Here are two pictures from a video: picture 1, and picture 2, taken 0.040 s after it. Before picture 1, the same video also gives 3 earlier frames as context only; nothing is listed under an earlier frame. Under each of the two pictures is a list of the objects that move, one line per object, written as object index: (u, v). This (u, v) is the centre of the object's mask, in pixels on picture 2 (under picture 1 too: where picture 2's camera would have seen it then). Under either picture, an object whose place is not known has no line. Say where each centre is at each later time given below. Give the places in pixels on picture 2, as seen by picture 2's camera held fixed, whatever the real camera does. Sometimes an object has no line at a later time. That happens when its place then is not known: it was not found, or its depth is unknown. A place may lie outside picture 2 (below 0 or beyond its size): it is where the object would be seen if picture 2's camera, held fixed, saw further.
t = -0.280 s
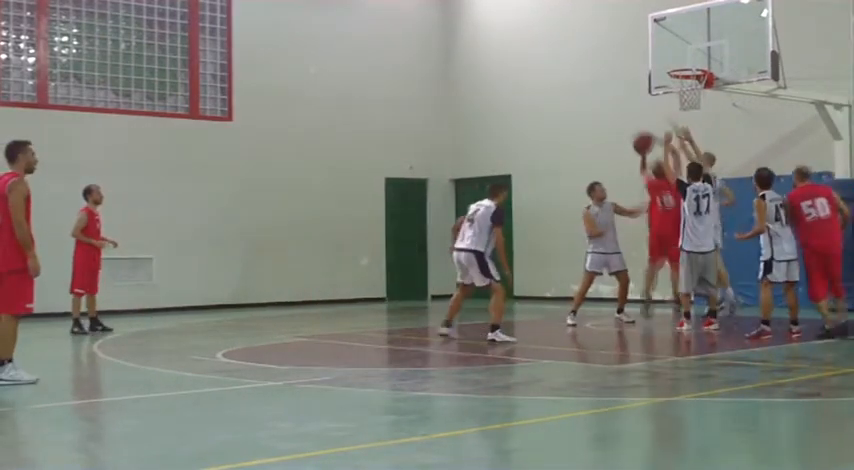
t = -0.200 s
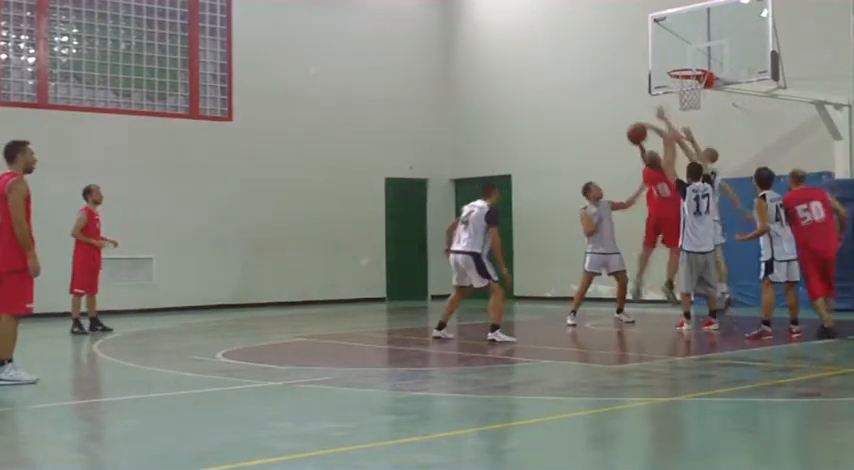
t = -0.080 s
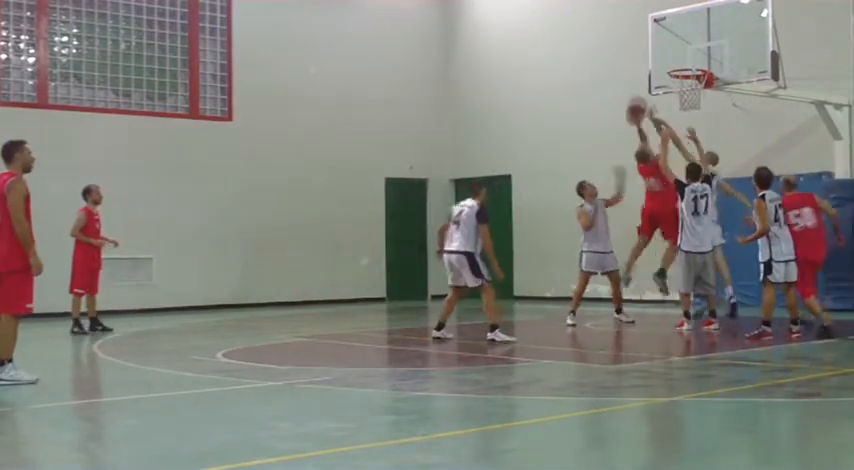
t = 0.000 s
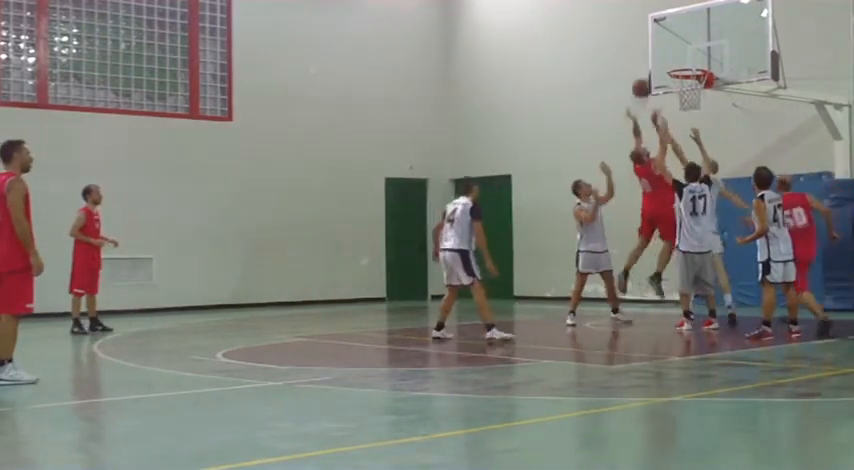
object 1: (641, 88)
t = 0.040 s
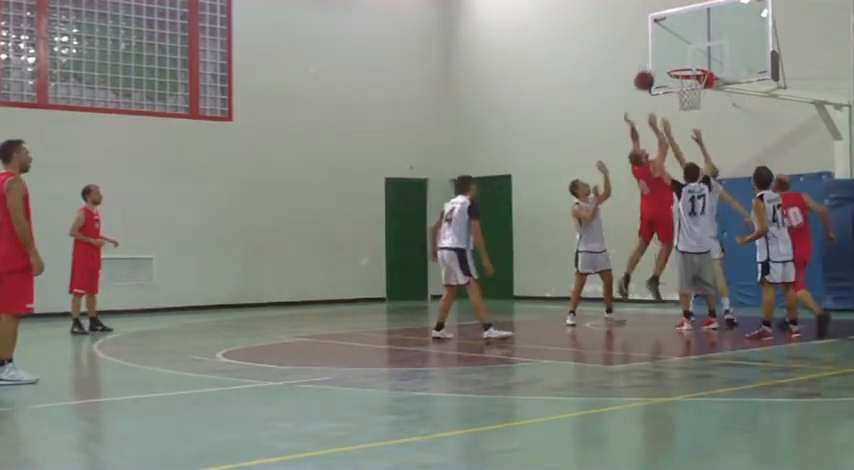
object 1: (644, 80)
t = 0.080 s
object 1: (646, 73)
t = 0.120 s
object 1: (649, 67)
